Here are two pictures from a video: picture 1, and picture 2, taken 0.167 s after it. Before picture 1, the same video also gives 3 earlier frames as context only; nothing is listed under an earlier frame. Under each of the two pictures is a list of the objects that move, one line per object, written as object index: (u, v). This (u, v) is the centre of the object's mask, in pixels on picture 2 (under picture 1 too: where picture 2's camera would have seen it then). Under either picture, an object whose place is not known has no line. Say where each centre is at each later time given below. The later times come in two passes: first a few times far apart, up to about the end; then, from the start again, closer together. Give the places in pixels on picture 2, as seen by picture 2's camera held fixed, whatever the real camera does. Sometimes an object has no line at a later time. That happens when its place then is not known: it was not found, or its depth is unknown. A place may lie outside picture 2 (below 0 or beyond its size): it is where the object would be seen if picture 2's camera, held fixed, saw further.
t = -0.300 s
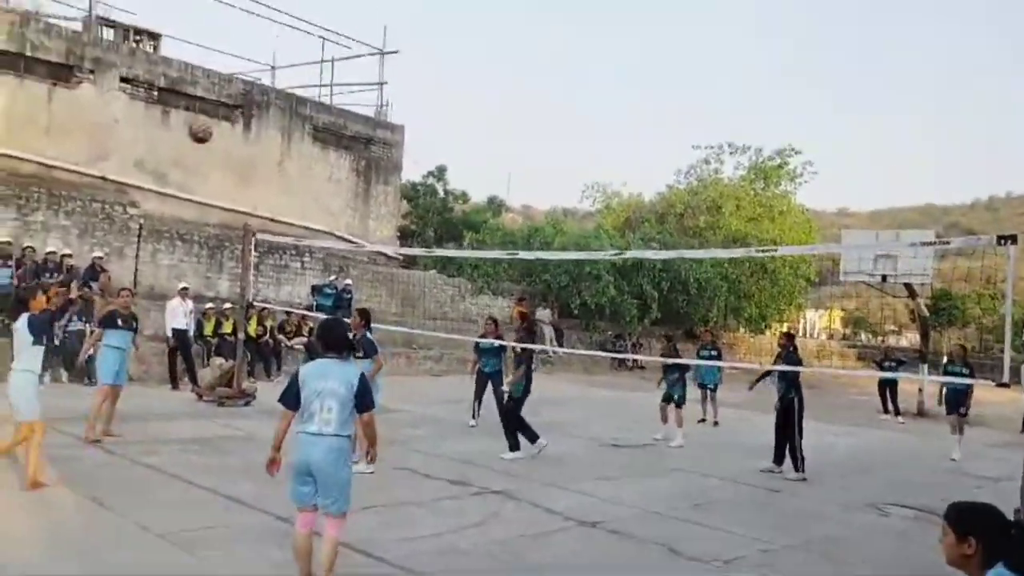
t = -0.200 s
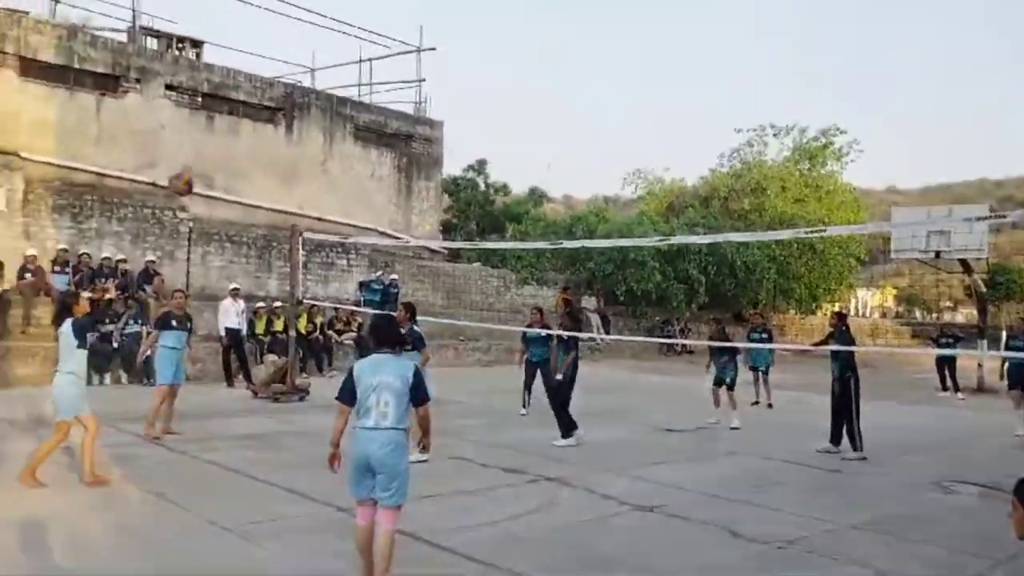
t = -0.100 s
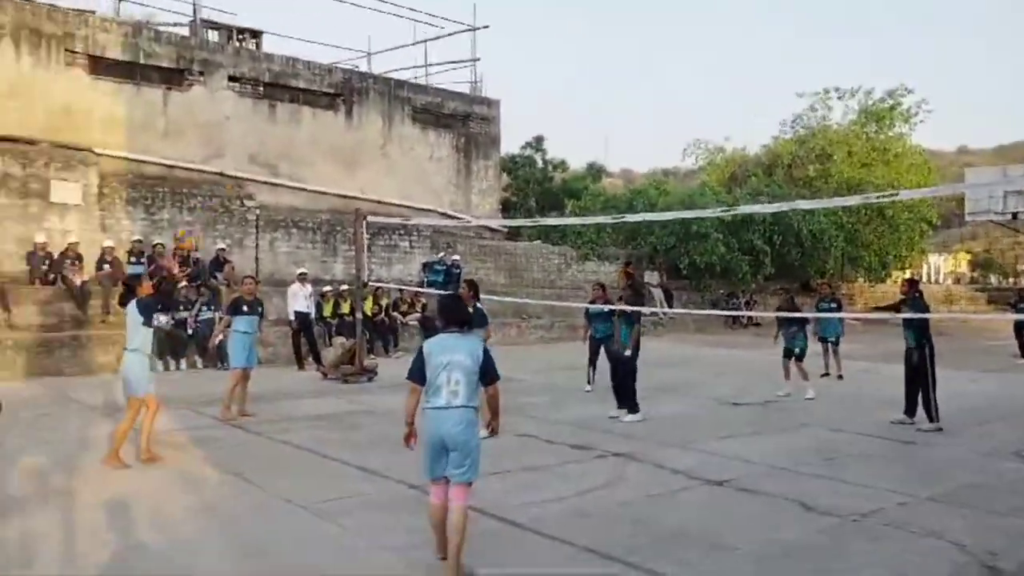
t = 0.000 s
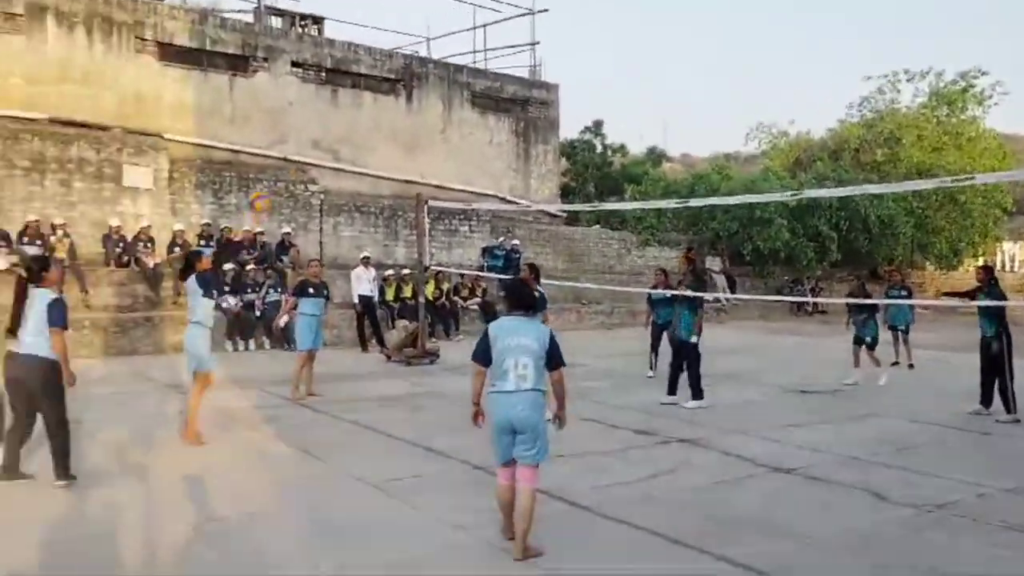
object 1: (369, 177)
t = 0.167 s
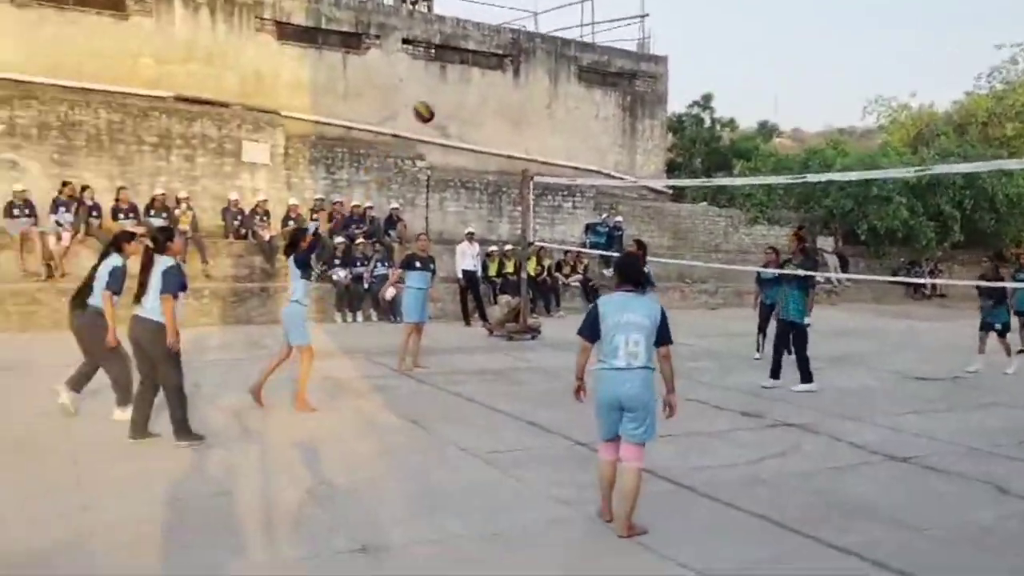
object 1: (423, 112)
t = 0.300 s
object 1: (467, 82)
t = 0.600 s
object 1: (549, 86)
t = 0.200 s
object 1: (435, 102)
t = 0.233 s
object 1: (446, 94)
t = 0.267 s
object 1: (455, 87)
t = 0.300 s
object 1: (467, 82)
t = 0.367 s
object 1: (487, 74)
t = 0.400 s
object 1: (497, 72)
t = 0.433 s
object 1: (506, 71)
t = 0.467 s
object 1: (515, 71)
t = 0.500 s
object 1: (524, 73)
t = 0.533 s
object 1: (533, 78)
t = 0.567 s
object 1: (541, 81)
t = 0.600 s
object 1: (549, 86)
